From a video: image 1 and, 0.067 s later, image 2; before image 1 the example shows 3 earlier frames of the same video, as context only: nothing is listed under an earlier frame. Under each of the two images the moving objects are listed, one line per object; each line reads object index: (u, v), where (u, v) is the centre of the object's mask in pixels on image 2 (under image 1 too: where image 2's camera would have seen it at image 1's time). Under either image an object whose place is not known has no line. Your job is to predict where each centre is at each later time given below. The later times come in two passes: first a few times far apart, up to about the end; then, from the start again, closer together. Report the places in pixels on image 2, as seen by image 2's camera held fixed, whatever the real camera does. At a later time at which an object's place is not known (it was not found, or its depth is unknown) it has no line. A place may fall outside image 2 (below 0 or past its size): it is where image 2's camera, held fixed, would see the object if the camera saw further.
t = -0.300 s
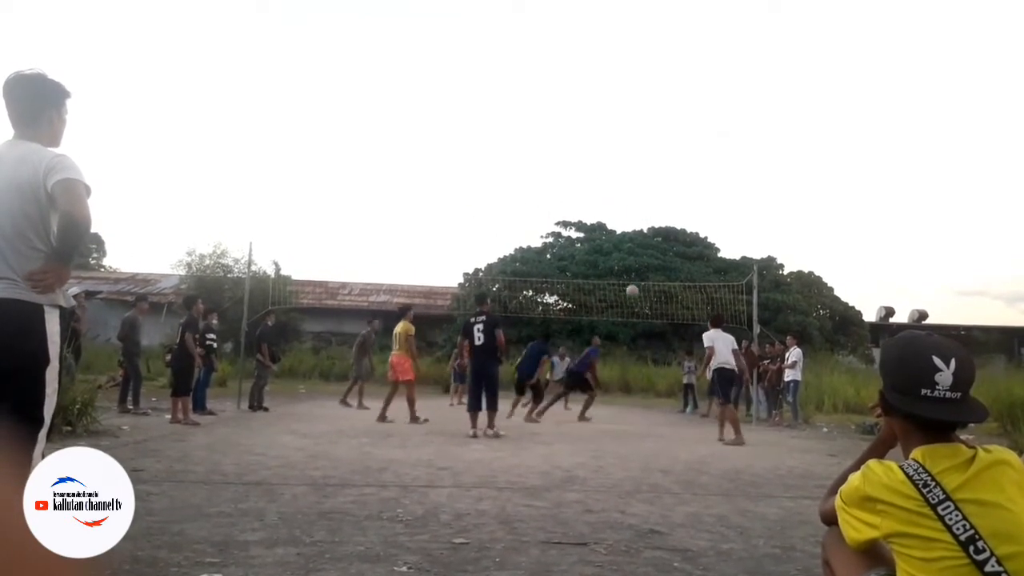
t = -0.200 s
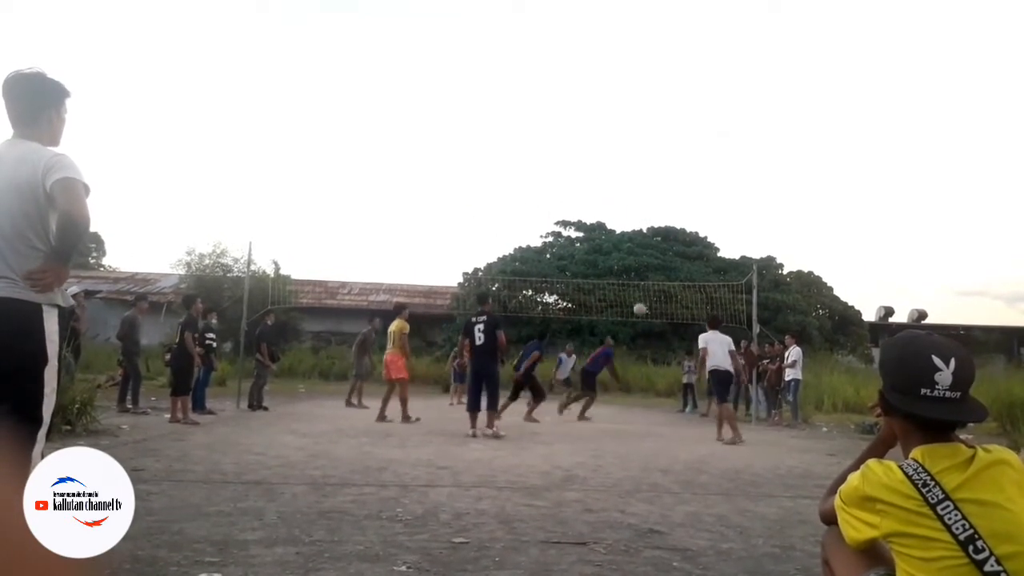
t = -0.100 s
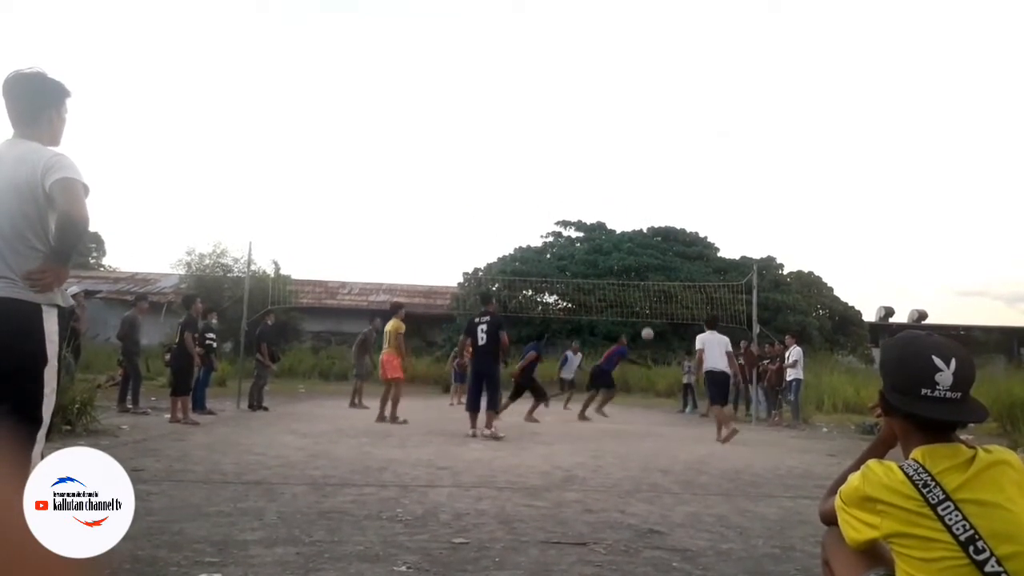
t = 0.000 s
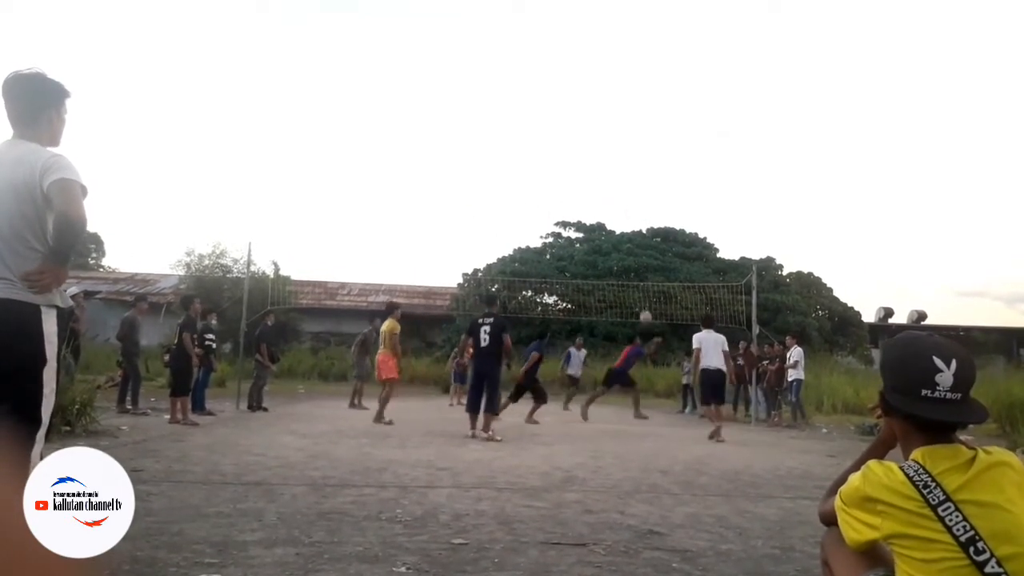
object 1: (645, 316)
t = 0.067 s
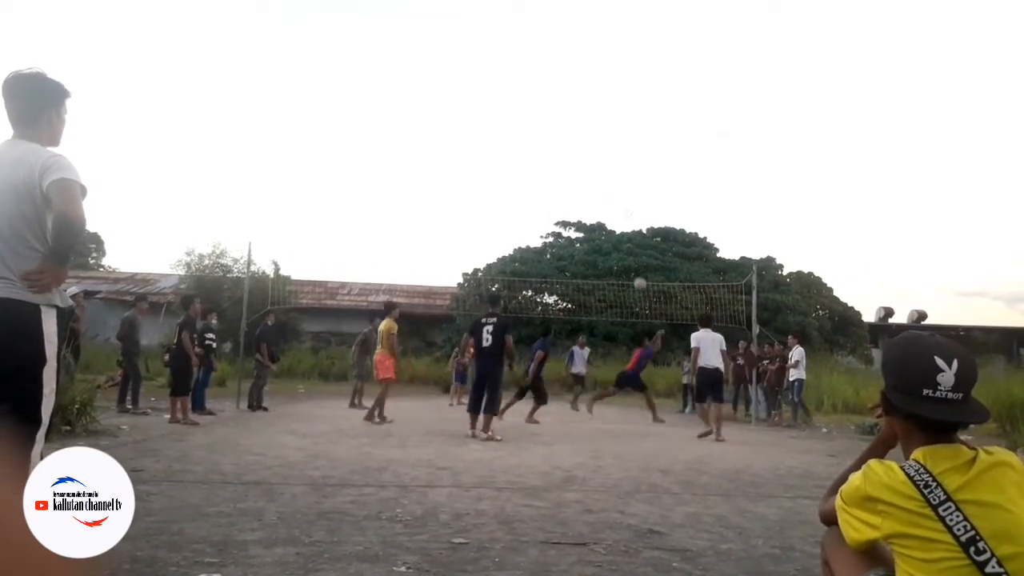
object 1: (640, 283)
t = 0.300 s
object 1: (622, 191)
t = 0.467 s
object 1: (610, 146)
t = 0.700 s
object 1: (594, 107)
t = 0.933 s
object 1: (579, 96)
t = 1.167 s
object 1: (563, 111)
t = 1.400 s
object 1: (549, 152)
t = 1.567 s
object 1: (538, 195)
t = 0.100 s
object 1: (637, 268)
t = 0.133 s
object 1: (634, 253)
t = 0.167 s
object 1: (632, 239)
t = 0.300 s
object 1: (622, 191)
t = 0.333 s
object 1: (619, 181)
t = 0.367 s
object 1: (617, 171)
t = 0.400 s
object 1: (614, 162)
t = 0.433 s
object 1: (612, 154)
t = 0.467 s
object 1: (610, 146)
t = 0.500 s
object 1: (608, 138)
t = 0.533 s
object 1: (606, 131)
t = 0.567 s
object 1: (603, 126)
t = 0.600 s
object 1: (601, 120)
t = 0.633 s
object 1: (599, 115)
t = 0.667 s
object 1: (597, 111)
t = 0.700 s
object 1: (594, 107)
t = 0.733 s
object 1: (592, 104)
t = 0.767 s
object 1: (590, 101)
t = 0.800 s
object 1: (588, 99)
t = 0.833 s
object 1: (586, 97)
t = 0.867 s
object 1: (584, 96)
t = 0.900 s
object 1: (581, 96)
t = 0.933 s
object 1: (579, 96)
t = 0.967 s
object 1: (577, 97)
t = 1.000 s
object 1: (575, 98)
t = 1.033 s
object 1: (573, 99)
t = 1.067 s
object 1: (570, 101)
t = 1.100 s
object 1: (568, 104)
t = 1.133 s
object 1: (566, 107)
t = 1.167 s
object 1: (563, 111)
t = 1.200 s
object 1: (561, 116)
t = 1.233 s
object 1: (559, 120)
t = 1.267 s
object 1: (557, 126)
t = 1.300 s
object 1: (555, 131)
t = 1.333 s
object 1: (553, 137)
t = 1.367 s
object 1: (551, 144)
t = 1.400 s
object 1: (549, 152)
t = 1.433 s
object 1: (546, 159)
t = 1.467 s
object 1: (544, 168)
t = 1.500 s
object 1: (542, 177)
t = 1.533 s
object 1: (540, 185)
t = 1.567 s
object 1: (538, 195)
